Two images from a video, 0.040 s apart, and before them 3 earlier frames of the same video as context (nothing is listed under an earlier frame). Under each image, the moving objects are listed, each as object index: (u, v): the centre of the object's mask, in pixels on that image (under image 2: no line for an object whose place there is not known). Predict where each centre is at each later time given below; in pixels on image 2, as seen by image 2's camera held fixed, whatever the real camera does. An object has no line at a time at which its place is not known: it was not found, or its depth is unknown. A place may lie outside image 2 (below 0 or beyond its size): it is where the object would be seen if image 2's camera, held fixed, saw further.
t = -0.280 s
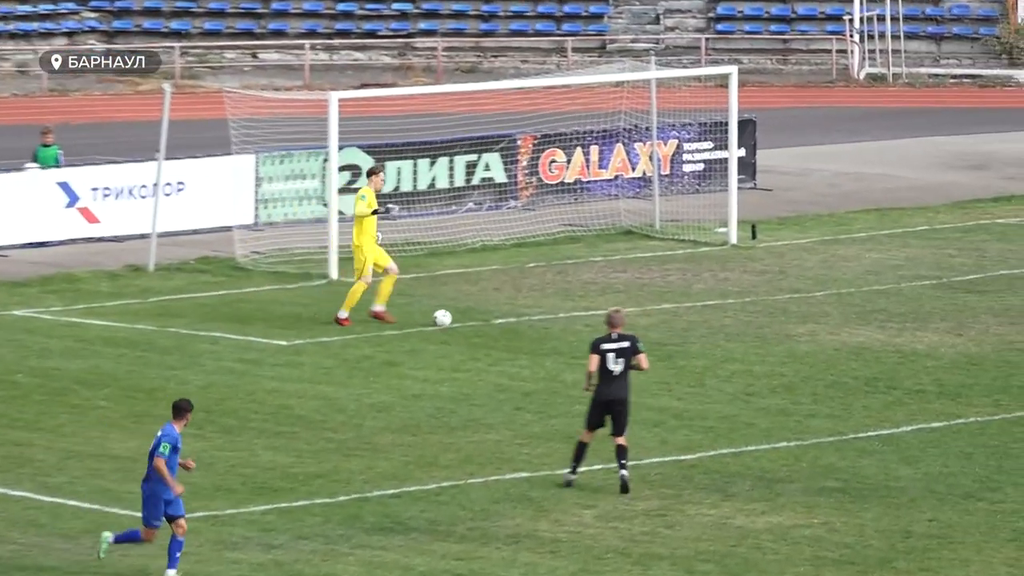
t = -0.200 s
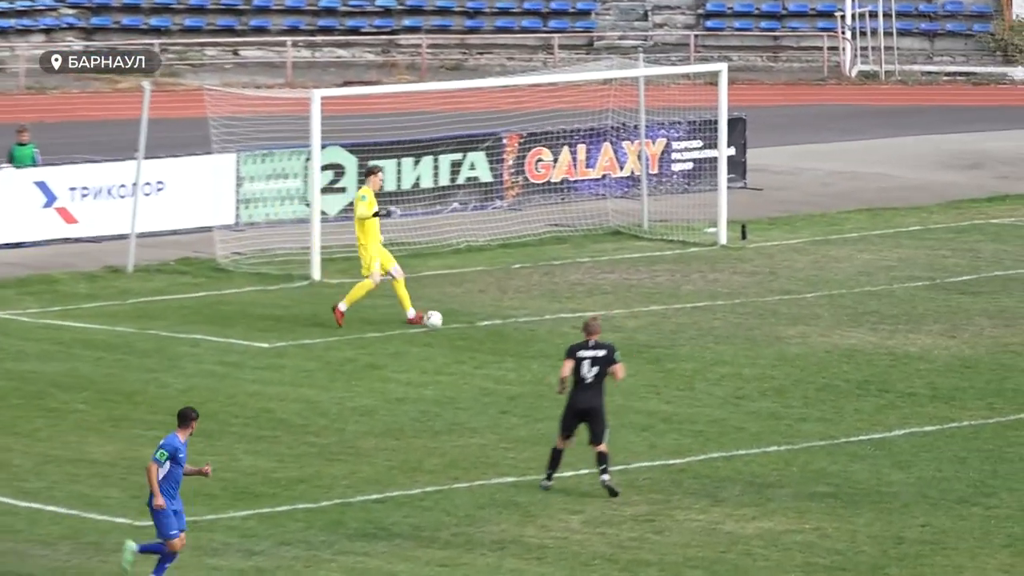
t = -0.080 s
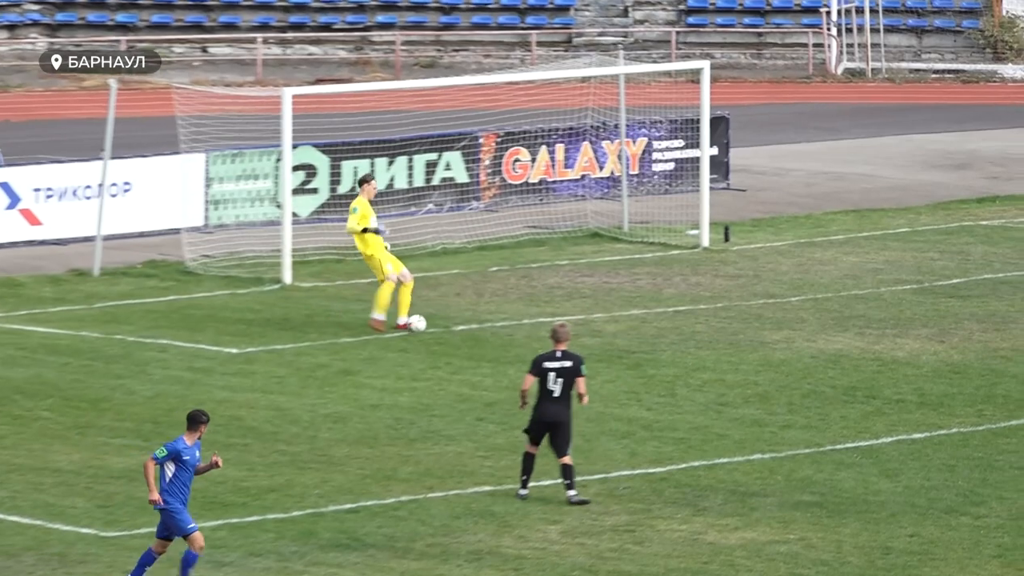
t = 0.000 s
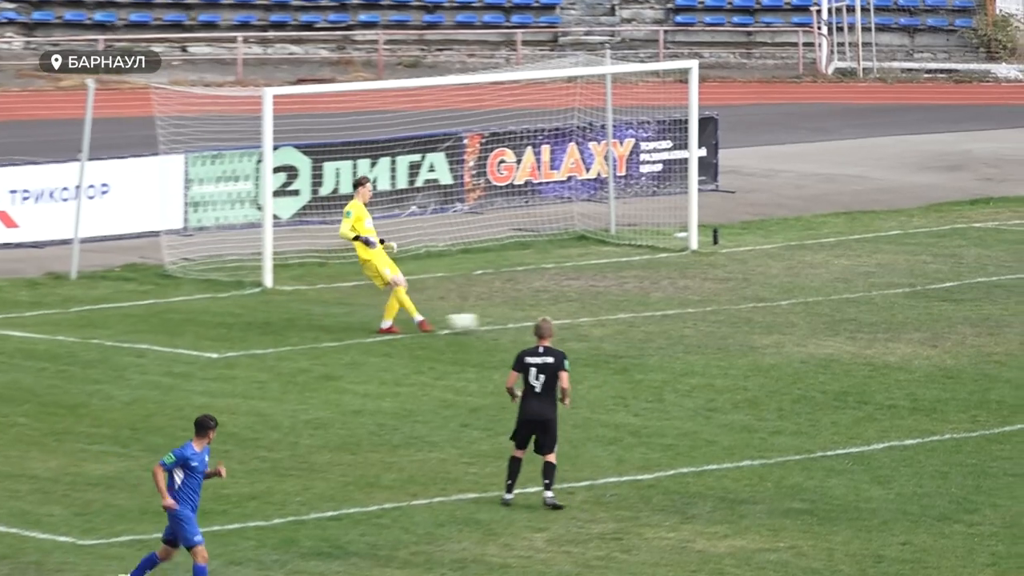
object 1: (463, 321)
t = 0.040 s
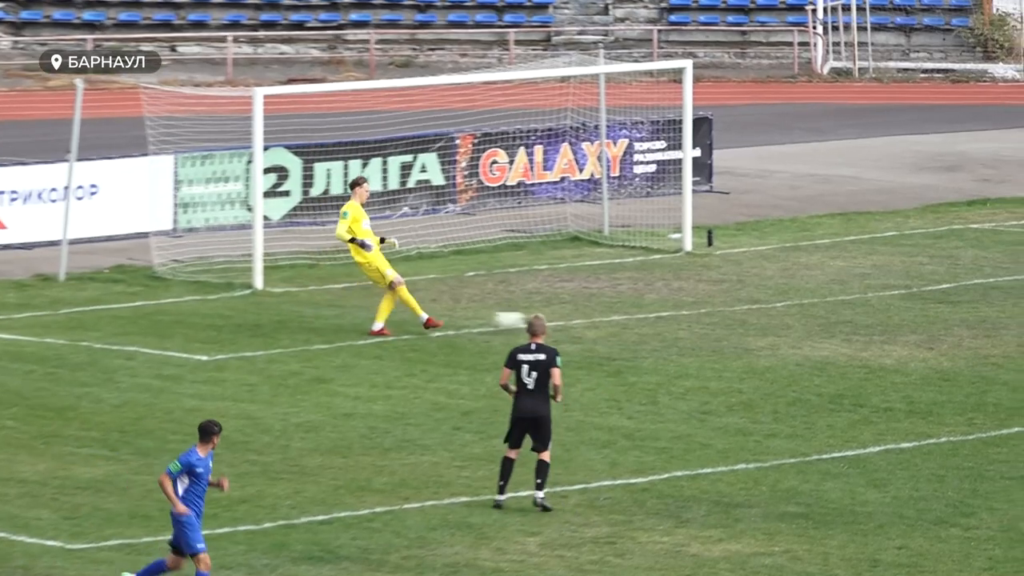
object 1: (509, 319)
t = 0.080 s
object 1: (562, 318)
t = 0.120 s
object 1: (615, 318)
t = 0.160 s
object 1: (667, 319)
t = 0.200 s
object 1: (714, 317)
